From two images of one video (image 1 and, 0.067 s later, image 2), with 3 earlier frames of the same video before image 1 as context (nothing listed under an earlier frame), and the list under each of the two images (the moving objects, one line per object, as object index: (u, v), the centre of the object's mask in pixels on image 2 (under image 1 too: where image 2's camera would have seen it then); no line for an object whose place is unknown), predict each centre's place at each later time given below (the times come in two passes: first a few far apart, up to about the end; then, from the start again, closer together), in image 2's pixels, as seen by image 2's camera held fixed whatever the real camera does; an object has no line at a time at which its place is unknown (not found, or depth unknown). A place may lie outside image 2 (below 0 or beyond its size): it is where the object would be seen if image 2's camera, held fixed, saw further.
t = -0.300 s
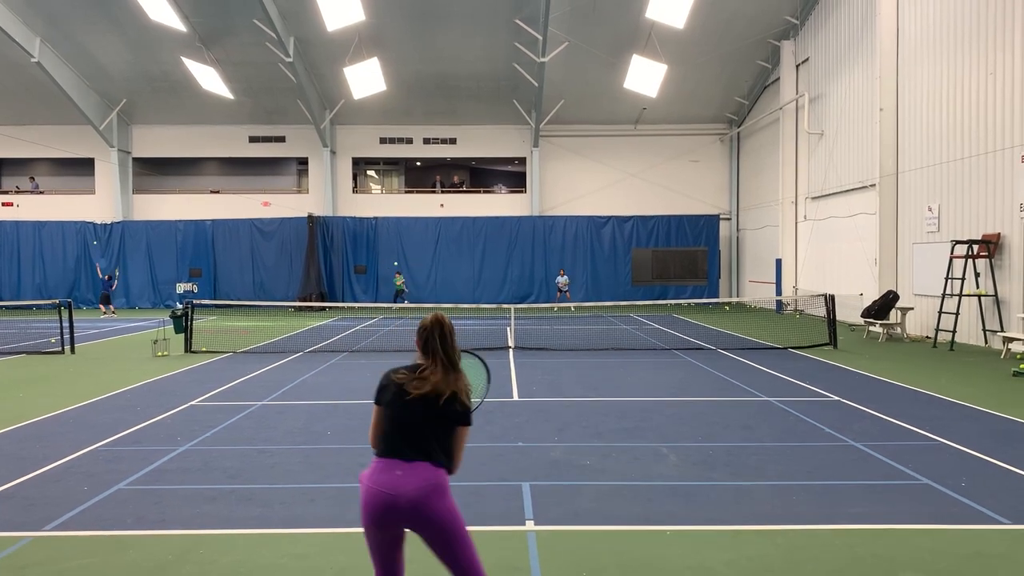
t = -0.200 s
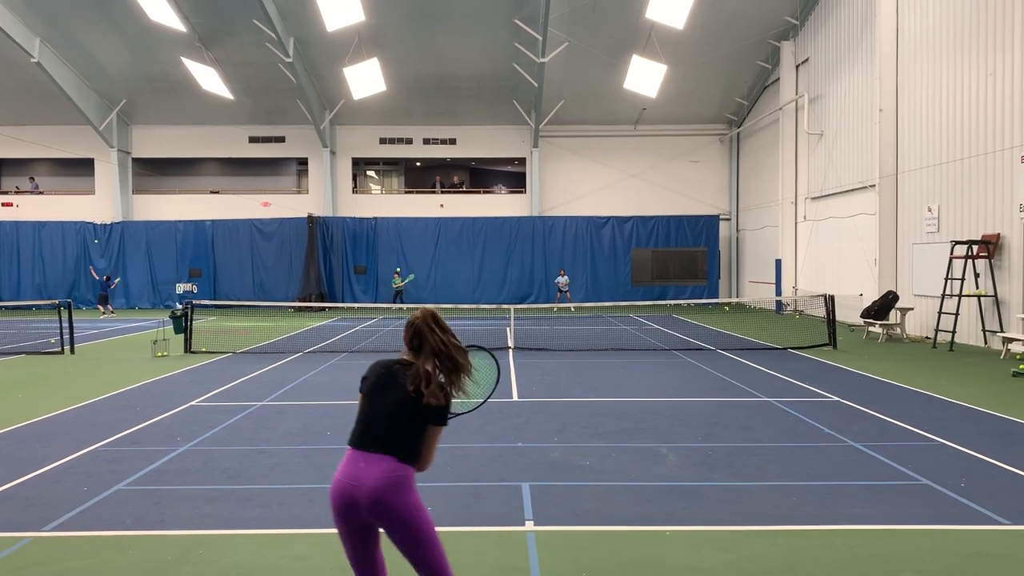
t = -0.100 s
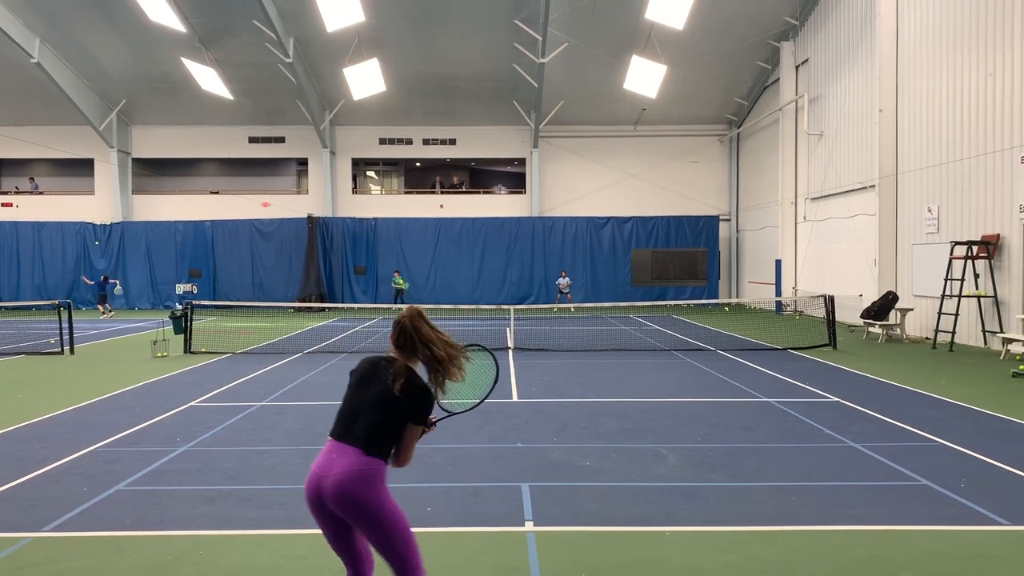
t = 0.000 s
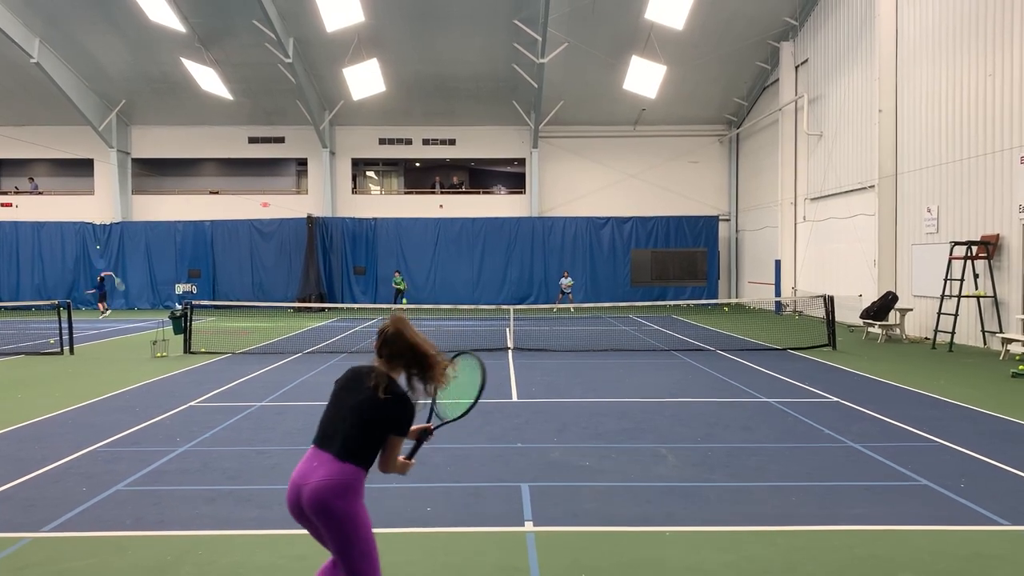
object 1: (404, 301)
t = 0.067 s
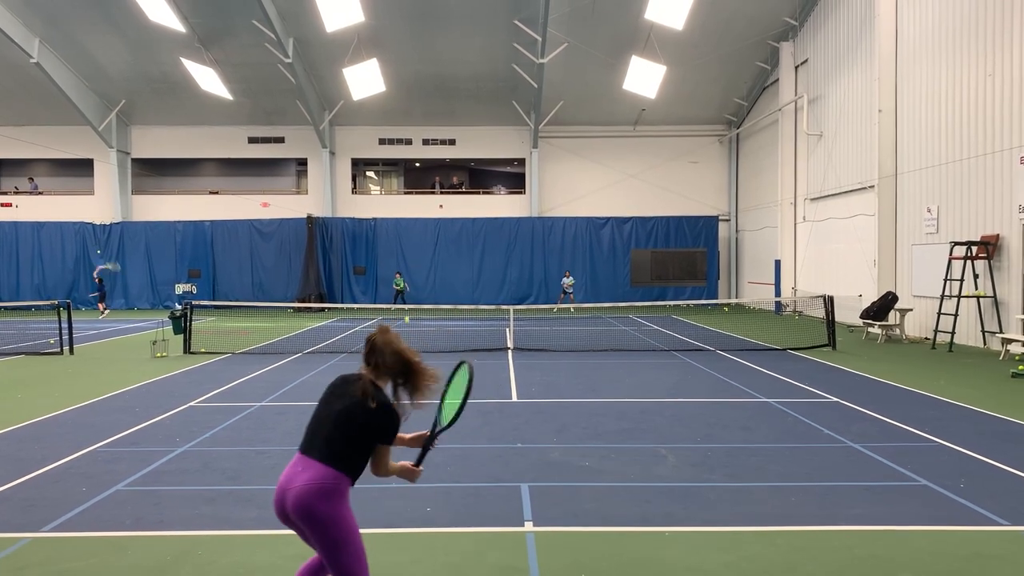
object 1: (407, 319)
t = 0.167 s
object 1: (411, 357)
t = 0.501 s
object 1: (428, 343)
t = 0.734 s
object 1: (447, 367)
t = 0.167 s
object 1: (411, 357)
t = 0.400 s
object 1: (423, 352)
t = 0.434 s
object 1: (424, 348)
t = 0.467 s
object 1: (426, 345)
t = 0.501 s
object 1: (428, 343)
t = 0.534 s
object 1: (429, 342)
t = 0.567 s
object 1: (432, 342)
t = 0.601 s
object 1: (434, 344)
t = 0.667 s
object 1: (440, 352)
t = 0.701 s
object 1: (443, 358)
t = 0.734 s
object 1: (447, 367)
